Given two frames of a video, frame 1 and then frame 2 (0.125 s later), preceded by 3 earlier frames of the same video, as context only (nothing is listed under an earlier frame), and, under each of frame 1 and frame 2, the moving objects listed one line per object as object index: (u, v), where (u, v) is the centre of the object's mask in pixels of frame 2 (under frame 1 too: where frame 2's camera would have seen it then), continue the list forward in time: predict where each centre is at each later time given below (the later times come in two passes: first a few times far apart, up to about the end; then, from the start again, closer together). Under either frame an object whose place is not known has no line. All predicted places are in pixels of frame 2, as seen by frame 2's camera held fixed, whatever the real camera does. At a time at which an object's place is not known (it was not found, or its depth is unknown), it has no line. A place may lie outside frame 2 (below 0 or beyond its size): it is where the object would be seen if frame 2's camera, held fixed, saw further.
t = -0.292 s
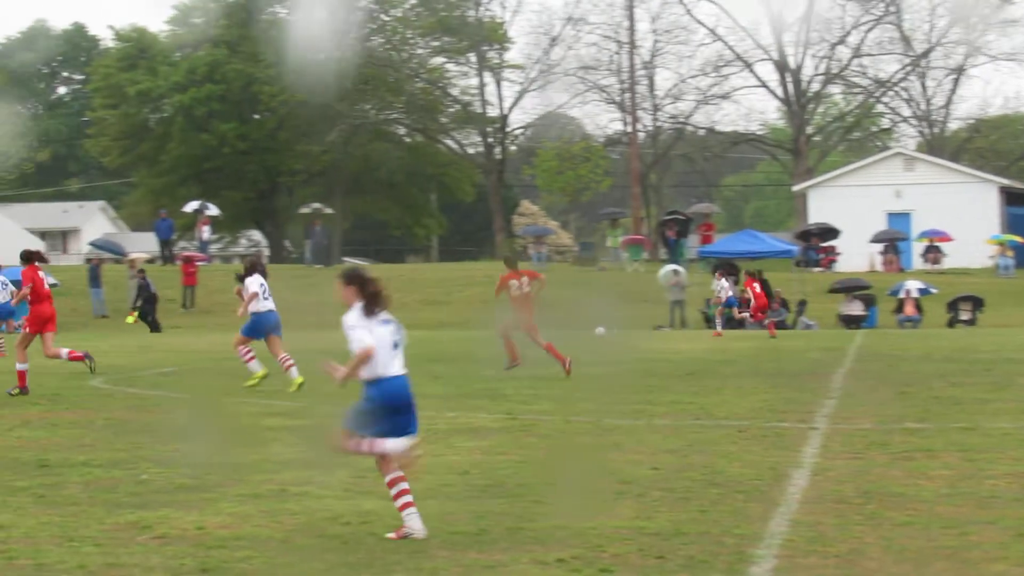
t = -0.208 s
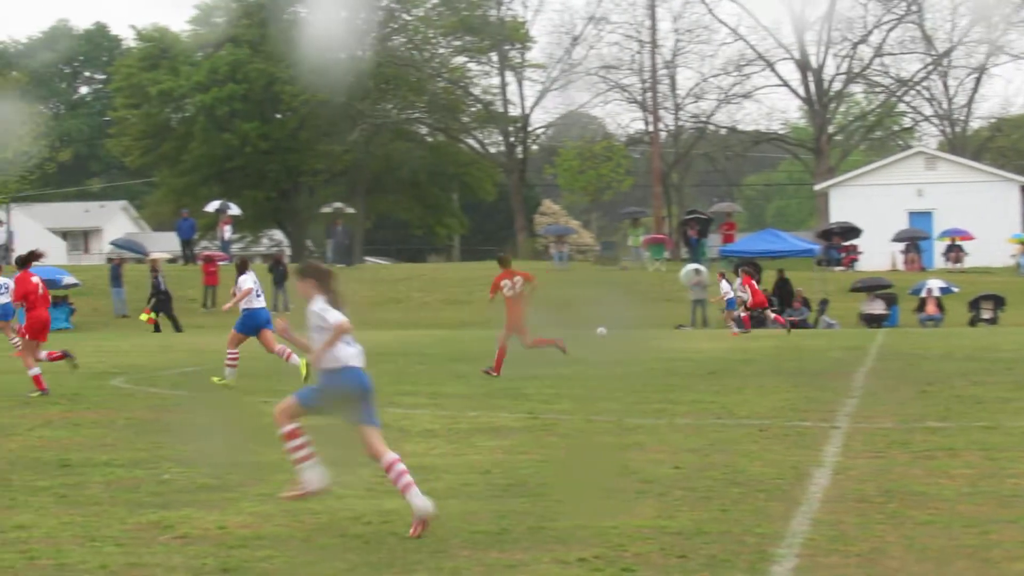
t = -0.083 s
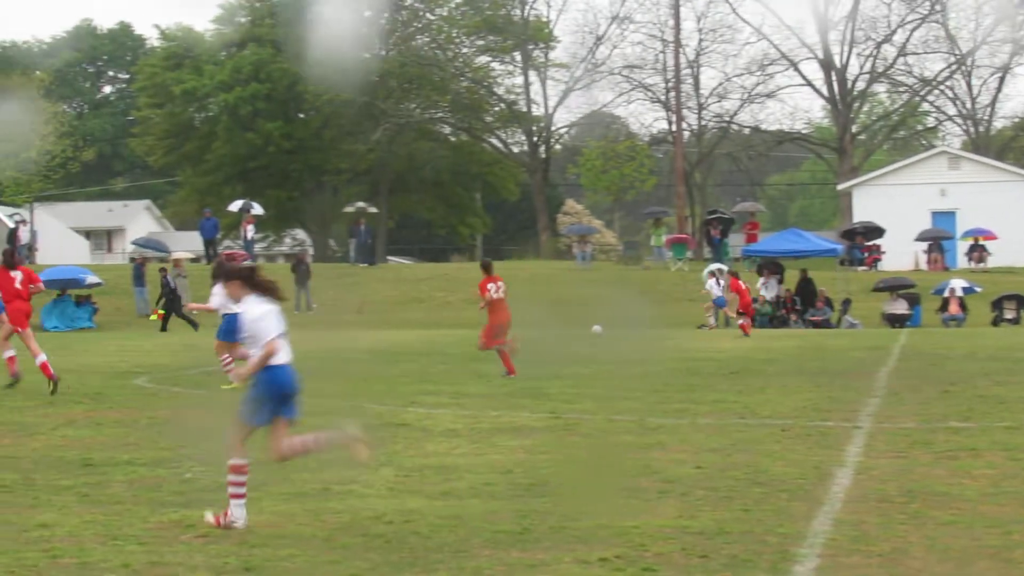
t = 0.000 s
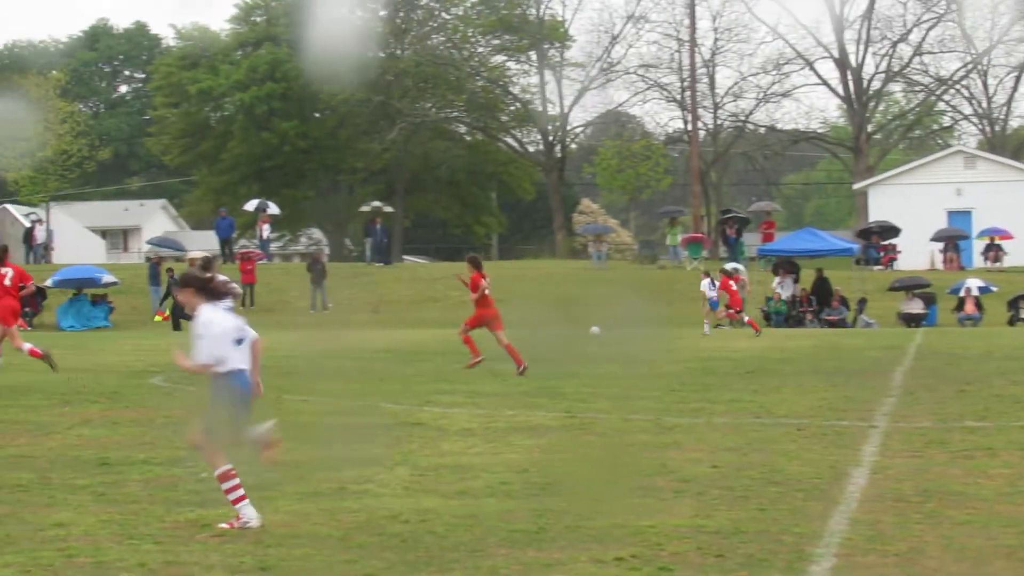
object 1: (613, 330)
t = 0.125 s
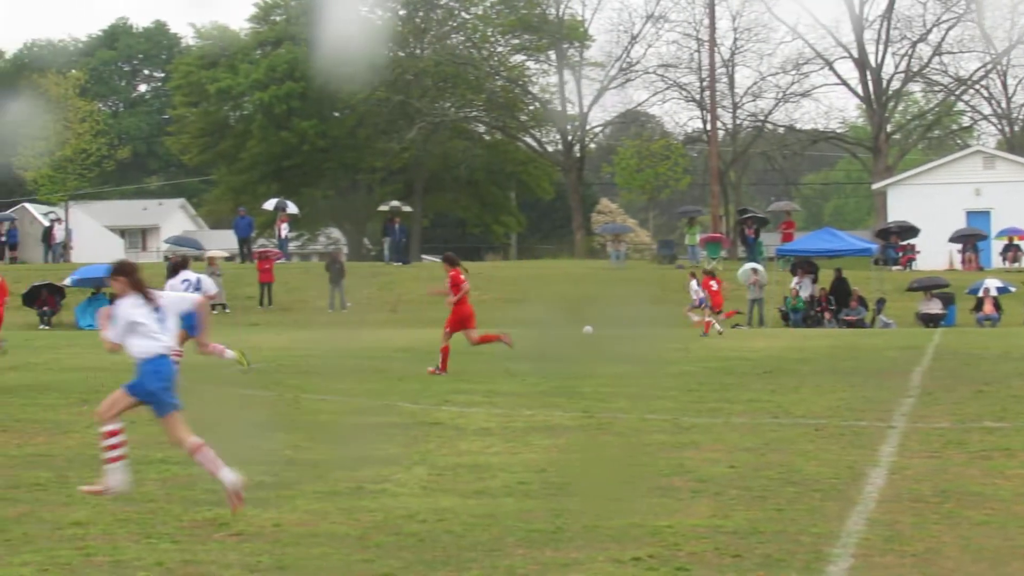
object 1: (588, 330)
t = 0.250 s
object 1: (564, 330)
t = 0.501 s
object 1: (519, 329)
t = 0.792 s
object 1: (472, 330)
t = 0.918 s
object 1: (455, 327)
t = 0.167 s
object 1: (580, 330)
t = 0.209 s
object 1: (572, 330)
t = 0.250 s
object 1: (564, 330)
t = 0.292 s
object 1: (556, 330)
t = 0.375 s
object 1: (541, 329)
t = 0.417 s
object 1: (534, 329)
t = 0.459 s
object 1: (527, 330)
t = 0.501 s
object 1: (519, 329)
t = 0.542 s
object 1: (512, 330)
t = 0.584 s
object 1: (505, 329)
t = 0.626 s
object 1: (499, 330)
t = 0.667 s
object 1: (492, 329)
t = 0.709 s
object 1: (486, 329)
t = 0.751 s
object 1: (479, 329)
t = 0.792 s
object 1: (472, 330)
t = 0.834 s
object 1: (466, 328)
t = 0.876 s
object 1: (461, 327)
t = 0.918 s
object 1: (455, 327)
